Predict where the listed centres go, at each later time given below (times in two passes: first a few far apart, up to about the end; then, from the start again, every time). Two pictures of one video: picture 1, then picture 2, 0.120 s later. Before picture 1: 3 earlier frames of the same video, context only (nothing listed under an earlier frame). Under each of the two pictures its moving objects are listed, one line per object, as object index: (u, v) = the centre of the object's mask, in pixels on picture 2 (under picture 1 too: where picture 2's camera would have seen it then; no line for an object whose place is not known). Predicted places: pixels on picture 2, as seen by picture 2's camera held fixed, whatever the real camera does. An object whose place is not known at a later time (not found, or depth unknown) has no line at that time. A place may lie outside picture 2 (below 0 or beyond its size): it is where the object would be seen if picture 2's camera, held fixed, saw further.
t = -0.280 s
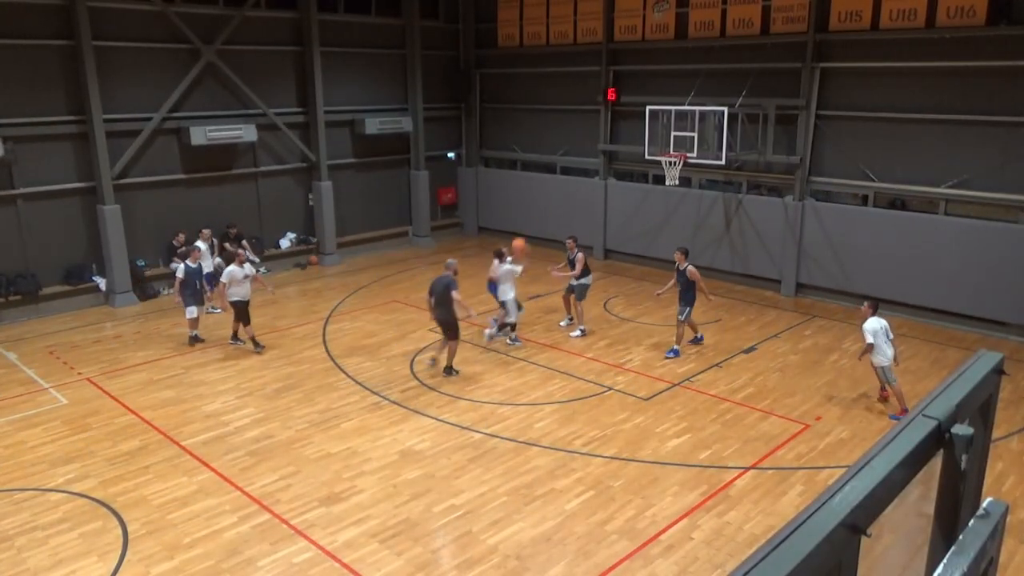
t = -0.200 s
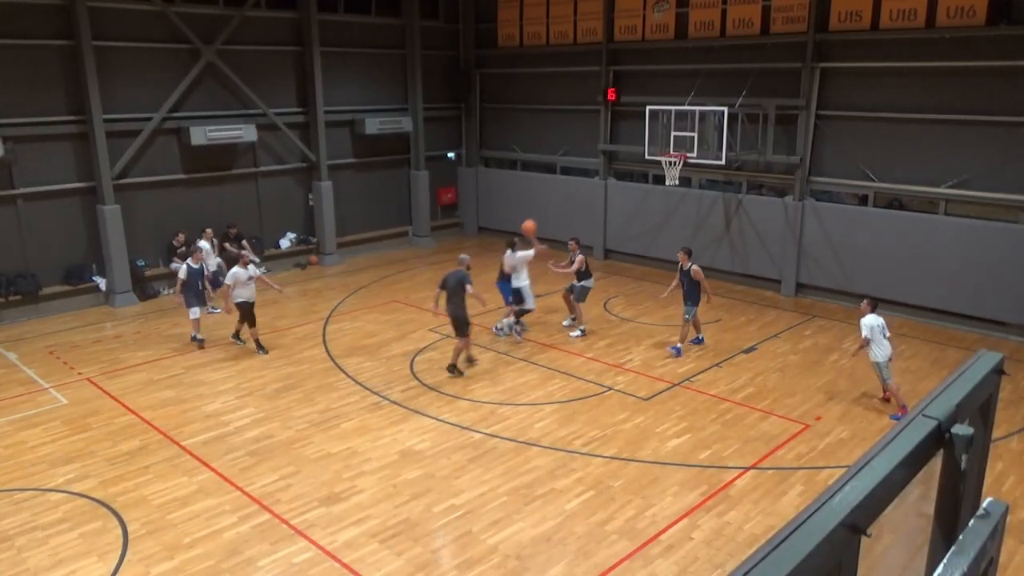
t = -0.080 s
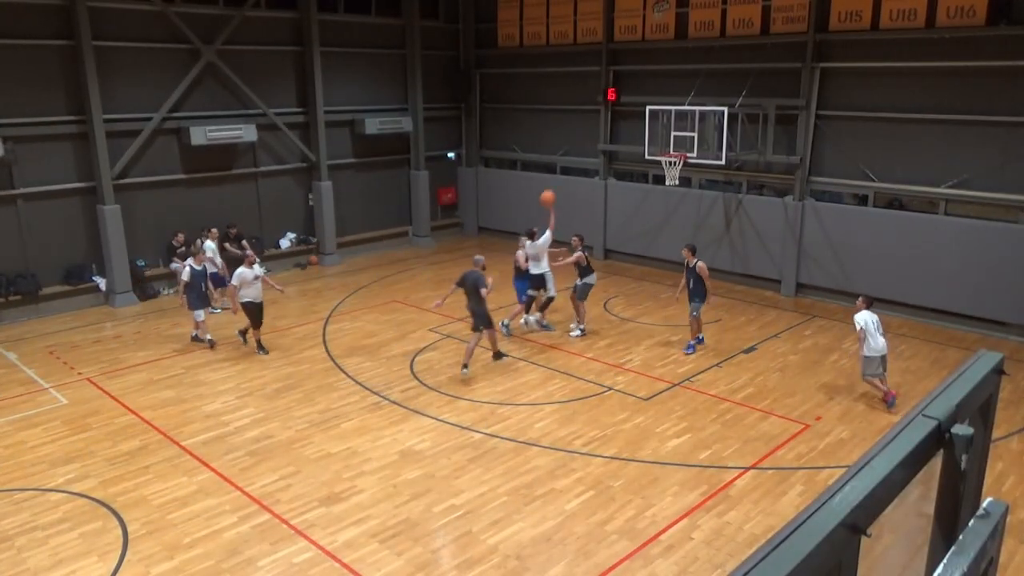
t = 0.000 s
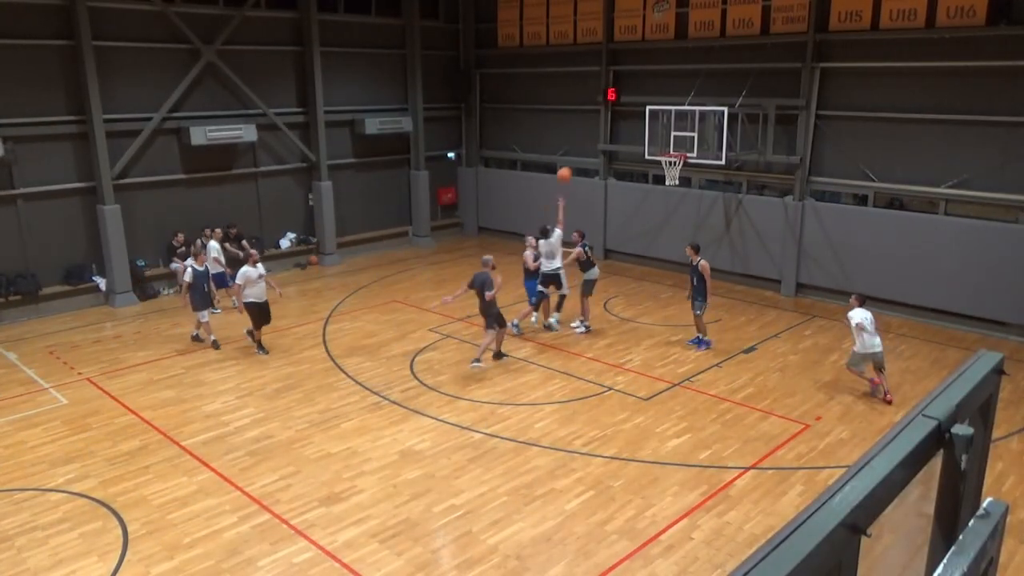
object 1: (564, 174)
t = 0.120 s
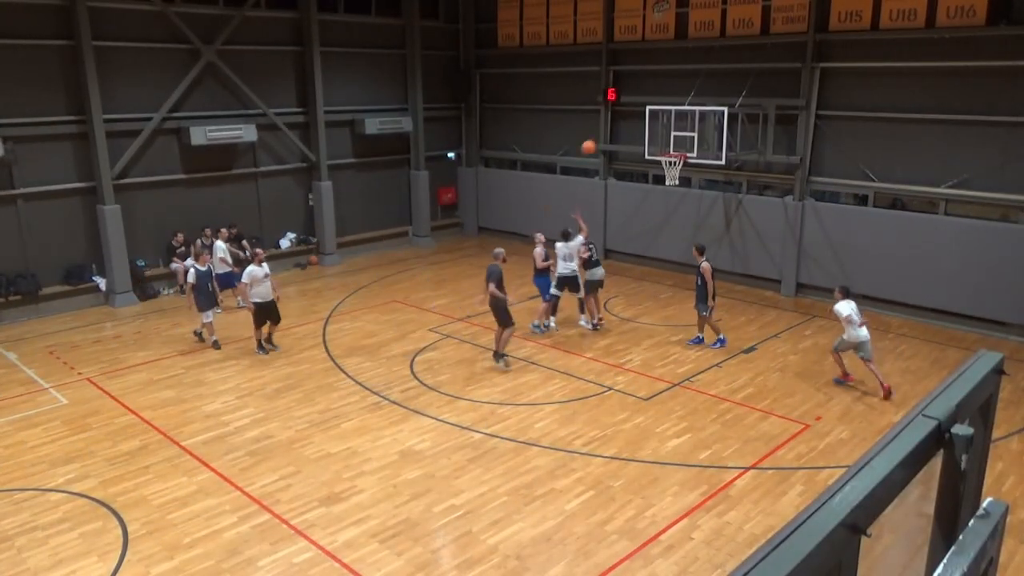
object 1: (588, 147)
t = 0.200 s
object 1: (603, 135)
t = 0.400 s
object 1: (639, 119)
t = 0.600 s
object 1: (672, 125)
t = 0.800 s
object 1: (670, 149)
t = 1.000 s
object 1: (663, 136)
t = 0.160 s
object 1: (596, 141)
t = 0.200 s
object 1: (603, 135)
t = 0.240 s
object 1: (612, 130)
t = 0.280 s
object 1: (618, 126)
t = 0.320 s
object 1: (626, 123)
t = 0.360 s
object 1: (633, 120)
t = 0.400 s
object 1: (639, 119)
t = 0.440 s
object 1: (646, 119)
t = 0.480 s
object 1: (653, 119)
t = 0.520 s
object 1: (659, 120)
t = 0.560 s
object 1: (665, 122)
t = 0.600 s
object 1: (672, 125)
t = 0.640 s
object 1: (678, 129)
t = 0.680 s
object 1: (679, 134)
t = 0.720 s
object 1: (676, 139)
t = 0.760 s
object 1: (672, 146)
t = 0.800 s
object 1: (670, 149)
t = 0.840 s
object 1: (668, 145)
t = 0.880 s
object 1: (667, 141)
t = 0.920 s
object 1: (666, 138)
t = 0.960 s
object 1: (664, 136)
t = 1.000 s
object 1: (663, 136)
